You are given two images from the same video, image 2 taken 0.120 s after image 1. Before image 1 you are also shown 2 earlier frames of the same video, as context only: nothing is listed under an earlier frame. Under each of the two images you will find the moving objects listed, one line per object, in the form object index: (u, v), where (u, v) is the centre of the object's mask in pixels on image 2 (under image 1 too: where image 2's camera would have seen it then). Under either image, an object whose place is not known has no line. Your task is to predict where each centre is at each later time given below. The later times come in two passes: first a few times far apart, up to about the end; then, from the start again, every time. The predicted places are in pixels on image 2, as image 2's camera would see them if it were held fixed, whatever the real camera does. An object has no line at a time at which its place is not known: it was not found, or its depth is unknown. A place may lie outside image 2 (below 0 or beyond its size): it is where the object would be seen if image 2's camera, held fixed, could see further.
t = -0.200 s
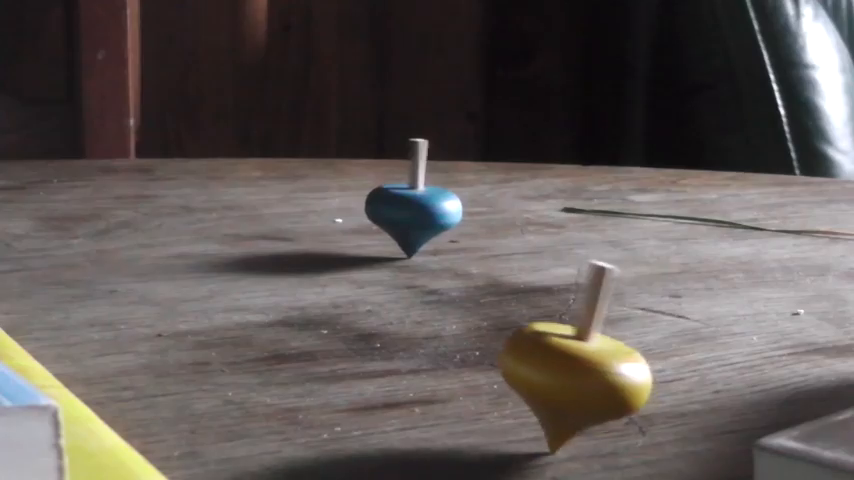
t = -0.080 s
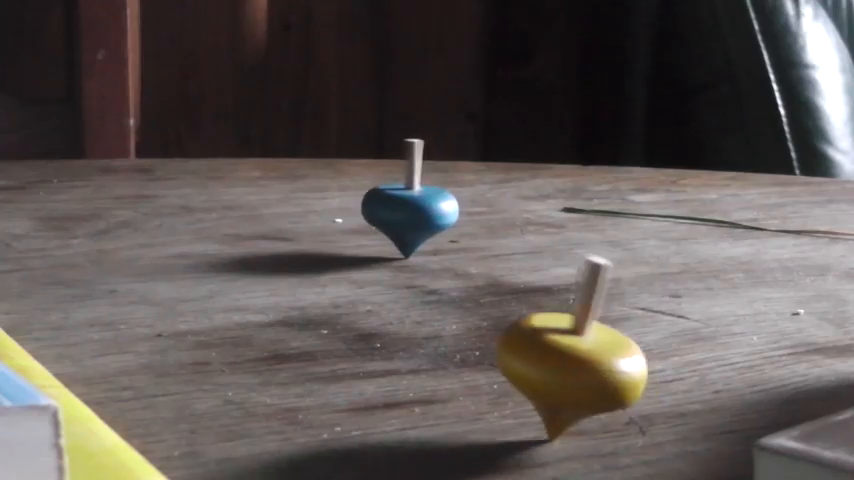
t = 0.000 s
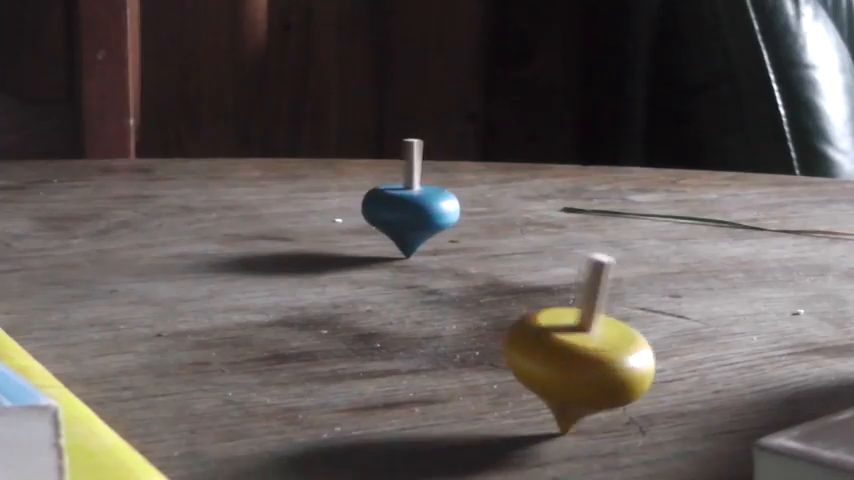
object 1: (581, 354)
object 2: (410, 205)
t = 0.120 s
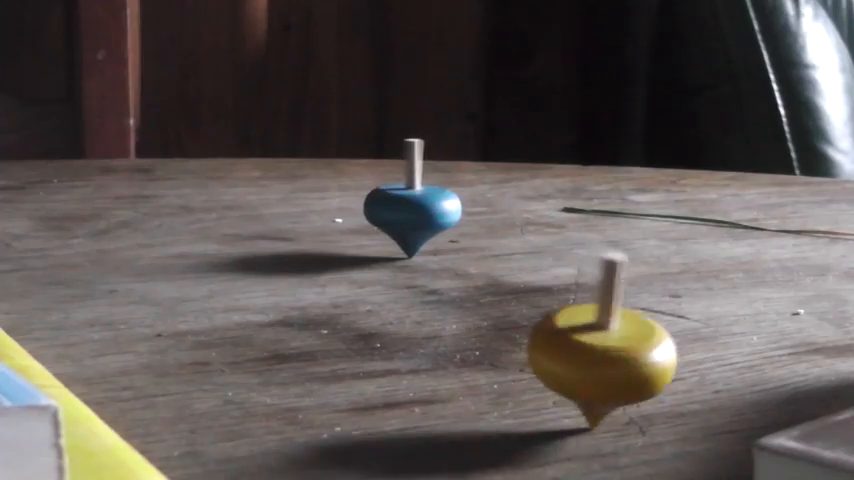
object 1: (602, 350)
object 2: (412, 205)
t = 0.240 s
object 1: (631, 350)
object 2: (411, 206)
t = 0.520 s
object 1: (675, 365)
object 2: (400, 208)
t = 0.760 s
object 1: (651, 378)
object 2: (392, 209)
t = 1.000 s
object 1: (595, 374)
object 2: (382, 209)
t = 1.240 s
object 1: (574, 358)
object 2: (378, 208)
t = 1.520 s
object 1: (616, 350)
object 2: (373, 209)
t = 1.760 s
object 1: (656, 359)
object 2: (368, 210)
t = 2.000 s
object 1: (653, 372)
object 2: (360, 210)
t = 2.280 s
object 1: (599, 372)
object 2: (355, 210)
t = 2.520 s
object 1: (575, 359)
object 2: (354, 210)
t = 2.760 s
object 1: (596, 352)
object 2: (349, 211)
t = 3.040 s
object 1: (638, 360)
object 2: (341, 212)
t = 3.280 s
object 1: (634, 371)
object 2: (336, 211)
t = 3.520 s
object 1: (595, 372)
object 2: (328, 212)
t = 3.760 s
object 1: (570, 362)
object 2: (325, 213)
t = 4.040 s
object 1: (591, 353)
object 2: (323, 214)
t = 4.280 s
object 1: (625, 359)
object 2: (317, 214)
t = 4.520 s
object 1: (625, 369)
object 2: (313, 214)
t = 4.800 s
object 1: (586, 370)
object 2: (306, 216)
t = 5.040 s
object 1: (570, 362)
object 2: (301, 215)
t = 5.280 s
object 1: (589, 355)
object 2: (297, 216)
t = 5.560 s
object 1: (618, 362)
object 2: (297, 215)
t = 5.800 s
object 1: (611, 371)
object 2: (298, 215)
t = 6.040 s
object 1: (585, 369)
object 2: (297, 216)
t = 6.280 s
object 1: (571, 362)
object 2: (297, 216)
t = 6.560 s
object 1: (589, 358)
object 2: (297, 216)
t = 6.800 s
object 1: (606, 364)
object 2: (297, 216)
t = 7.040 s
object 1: (595, 372)
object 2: (297, 216)
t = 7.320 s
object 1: (567, 370)
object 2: (297, 215)
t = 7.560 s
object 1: (562, 362)
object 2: (297, 216)
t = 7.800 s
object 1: (581, 360)
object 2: (297, 215)
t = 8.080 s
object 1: (593, 366)
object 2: (297, 215)
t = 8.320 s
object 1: (584, 369)
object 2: (297, 216)
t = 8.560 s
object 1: (570, 366)
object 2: (297, 216)
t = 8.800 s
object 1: (572, 361)
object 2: (297, 216)
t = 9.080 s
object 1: (588, 362)
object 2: (297, 216)
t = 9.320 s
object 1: (586, 368)
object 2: (297, 216)
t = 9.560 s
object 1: (573, 369)
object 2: (297, 216)
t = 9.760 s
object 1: (569, 365)
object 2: (297, 216)
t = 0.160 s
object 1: (612, 349)
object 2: (412, 205)
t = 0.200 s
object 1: (621, 350)
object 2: (412, 206)
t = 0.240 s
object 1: (631, 350)
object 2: (411, 206)
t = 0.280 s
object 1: (640, 352)
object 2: (411, 206)
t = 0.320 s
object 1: (649, 353)
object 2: (410, 206)
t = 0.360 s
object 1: (657, 355)
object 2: (409, 206)
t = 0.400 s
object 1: (663, 358)
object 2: (407, 207)
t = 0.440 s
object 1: (669, 360)
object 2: (405, 207)
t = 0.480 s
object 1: (673, 363)
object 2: (402, 208)
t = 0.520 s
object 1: (675, 365)
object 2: (400, 208)
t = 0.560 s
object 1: (676, 368)
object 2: (399, 208)
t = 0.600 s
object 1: (674, 371)
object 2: (396, 209)
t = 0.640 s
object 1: (671, 374)
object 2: (396, 209)
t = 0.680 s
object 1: (666, 376)
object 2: (395, 208)
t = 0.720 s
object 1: (659, 377)
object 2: (394, 208)
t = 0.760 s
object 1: (651, 378)
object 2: (392, 209)
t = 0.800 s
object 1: (641, 380)
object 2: (389, 209)
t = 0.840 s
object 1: (632, 379)
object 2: (388, 208)
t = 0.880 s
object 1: (623, 379)
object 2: (385, 209)
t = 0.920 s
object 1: (613, 378)
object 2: (384, 209)
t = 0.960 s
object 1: (604, 376)
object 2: (382, 208)
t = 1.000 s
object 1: (595, 374)
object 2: (382, 209)
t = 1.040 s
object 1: (588, 372)
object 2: (380, 209)
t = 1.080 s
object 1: (582, 369)
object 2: (380, 208)
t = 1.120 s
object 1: (577, 366)
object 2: (379, 208)
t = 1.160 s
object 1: (575, 364)
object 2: (378, 208)
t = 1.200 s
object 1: (573, 361)
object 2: (378, 208)
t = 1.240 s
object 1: (574, 358)
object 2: (378, 208)
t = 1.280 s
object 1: (576, 356)
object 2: (378, 208)
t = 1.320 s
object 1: (580, 354)
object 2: (377, 209)
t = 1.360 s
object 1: (585, 352)
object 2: (376, 208)
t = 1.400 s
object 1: (592, 351)
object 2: (376, 208)
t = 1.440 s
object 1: (598, 350)
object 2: (375, 209)
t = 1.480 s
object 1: (607, 349)
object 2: (374, 209)
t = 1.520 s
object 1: (616, 350)
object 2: (373, 209)
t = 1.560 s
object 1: (624, 351)
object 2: (373, 209)
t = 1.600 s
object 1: (631, 351)
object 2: (372, 209)
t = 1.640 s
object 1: (639, 353)
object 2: (372, 210)
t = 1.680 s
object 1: (646, 355)
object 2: (370, 210)
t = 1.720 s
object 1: (652, 357)
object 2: (369, 210)
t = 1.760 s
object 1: (656, 359)
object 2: (368, 210)
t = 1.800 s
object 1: (660, 361)
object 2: (365, 210)
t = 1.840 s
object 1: (662, 363)
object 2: (364, 210)
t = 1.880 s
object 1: (662, 366)
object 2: (364, 210)
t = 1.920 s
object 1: (661, 368)
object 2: (362, 210)
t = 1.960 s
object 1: (658, 370)
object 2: (362, 210)
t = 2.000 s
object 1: (653, 372)
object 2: (360, 210)
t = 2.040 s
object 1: (647, 373)
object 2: (359, 210)
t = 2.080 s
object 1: (639, 373)
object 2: (358, 210)
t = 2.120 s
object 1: (632, 374)
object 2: (357, 210)
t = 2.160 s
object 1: (623, 375)
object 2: (357, 210)
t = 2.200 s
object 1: (615, 375)
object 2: (356, 210)
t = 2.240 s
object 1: (606, 374)
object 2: (355, 210)
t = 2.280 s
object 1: (599, 372)
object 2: (355, 210)
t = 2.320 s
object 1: (592, 371)
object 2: (355, 210)
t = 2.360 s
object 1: (586, 369)
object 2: (354, 210)
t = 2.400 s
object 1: (581, 367)
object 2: (354, 210)
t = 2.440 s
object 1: (578, 363)
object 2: (354, 210)
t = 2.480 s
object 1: (576, 361)
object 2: (354, 210)
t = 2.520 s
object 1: (575, 359)
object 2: (354, 210)
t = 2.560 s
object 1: (576, 357)
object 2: (354, 210)
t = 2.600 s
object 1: (578, 355)
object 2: (354, 210)
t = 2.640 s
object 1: (582, 353)
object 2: (353, 211)
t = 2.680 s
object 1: (587, 351)
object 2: (352, 210)
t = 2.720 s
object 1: (592, 352)
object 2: (350, 211)
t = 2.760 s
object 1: (596, 352)
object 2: (349, 211)
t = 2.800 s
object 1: (603, 352)
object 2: (348, 211)
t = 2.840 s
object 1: (610, 352)
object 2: (346, 211)
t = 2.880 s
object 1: (617, 353)
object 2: (344, 211)
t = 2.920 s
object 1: (623, 355)
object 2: (344, 211)
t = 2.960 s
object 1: (629, 356)
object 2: (342, 211)
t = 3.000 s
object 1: (634, 358)
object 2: (341, 211)
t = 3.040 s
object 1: (638, 360)
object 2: (341, 212)
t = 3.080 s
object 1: (640, 361)
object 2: (340, 211)
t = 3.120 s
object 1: (642, 363)
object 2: (339, 211)
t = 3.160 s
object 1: (642, 366)
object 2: (338, 212)
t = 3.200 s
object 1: (641, 368)
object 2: (338, 211)
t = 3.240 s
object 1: (638, 369)
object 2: (337, 212)
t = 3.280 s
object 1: (634, 371)
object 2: (336, 211)
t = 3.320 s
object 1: (629, 373)
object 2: (336, 212)
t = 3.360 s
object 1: (622, 373)
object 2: (335, 212)
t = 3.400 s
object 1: (616, 373)
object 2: (333, 212)
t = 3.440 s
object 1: (609, 374)
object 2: (332, 212)
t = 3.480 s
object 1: (602, 373)
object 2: (330, 212)
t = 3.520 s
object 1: (595, 372)
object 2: (328, 212)
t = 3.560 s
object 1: (588, 371)
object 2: (328, 212)
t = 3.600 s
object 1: (582, 369)
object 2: (328, 213)
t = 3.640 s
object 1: (577, 367)
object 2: (327, 213)
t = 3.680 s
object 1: (573, 365)
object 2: (328, 213)
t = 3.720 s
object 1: (571, 364)
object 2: (325, 214)
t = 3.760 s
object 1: (570, 362)
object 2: (325, 213)
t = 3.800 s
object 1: (570, 361)
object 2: (326, 213)
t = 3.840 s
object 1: (570, 359)
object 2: (327, 213)
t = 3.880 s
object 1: (573, 357)
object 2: (327, 214)
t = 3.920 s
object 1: (576, 355)
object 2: (326, 214)
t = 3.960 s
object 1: (581, 353)
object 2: (326, 213)
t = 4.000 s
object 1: (586, 353)
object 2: (325, 213)
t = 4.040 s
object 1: (591, 353)
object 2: (323, 214)
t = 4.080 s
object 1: (598, 353)
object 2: (320, 213)
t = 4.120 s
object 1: (604, 354)
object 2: (318, 214)
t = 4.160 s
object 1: (610, 355)
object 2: (317, 213)
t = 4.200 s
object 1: (615, 356)
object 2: (315, 214)
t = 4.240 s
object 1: (621, 357)
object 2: (316, 214)
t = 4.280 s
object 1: (625, 359)
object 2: (317, 214)
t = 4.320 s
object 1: (628, 361)
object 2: (316, 214)
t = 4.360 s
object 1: (630, 363)
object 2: (316, 214)
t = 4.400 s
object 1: (631, 364)
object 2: (314, 214)
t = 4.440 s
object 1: (630, 366)
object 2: (314, 214)
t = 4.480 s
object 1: (628, 368)
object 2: (313, 214)
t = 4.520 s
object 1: (625, 369)
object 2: (313, 214)
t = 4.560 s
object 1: (621, 371)
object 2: (311, 215)
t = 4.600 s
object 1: (616, 371)
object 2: (309, 215)
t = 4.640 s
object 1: (611, 372)
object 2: (309, 215)
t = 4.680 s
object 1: (604, 372)
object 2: (308, 215)
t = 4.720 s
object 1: (598, 372)
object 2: (307, 215)
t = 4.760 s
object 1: (592, 371)
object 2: (308, 215)
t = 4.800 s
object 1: (586, 370)
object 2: (306, 216)
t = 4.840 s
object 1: (582, 368)
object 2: (306, 215)
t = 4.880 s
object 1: (578, 367)
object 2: (305, 215)
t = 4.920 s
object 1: (575, 366)
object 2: (304, 215)
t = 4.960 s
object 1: (572, 365)
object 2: (302, 215)
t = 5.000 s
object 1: (570, 363)
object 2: (302, 215)
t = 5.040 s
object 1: (570, 362)
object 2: (301, 215)
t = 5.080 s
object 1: (571, 360)
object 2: (300, 215)
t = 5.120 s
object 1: (572, 359)
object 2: (298, 216)
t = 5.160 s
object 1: (575, 358)
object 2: (297, 216)
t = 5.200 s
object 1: (578, 357)
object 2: (297, 216)
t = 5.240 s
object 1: (583, 356)
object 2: (297, 215)
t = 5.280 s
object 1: (589, 355)
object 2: (297, 216)
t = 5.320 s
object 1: (594, 356)
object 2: (297, 215)
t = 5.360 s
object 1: (598, 356)
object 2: (297, 216)
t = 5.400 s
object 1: (604, 357)
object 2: (297, 215)
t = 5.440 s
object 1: (608, 358)
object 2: (297, 216)
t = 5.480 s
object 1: (611, 359)
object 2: (297, 216)
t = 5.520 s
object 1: (615, 360)
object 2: (297, 216)
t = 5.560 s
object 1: (618, 362)
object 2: (297, 215)
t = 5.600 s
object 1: (619, 363)
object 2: (297, 216)
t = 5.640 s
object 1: (620, 365)
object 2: (297, 215)
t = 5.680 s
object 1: (619, 366)
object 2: (298, 215)
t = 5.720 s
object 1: (618, 369)
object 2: (298, 215)
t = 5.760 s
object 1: (615, 370)
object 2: (298, 215)
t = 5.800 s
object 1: (611, 371)
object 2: (298, 215)
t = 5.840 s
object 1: (608, 372)
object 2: (298, 216)
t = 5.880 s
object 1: (603, 371)
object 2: (298, 216)
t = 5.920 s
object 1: (599, 372)
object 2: (297, 216)
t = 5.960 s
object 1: (595, 371)
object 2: (297, 216)
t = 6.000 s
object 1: (589, 370)
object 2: (297, 216)
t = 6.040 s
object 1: (585, 369)
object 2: (297, 216)
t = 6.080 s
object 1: (581, 369)
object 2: (297, 216)
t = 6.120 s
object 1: (577, 367)
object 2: (297, 216)
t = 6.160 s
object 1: (574, 366)
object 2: (297, 216)
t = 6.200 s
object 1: (572, 365)
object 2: (297, 216)
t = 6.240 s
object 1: (571, 364)
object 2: (297, 216)
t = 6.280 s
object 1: (571, 362)
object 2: (297, 216)
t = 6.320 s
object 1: (572, 361)
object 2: (297, 216)
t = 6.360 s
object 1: (574, 359)
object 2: (297, 216)
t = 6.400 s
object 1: (575, 359)
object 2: (297, 216)
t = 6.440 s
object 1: (578, 358)
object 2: (297, 216)
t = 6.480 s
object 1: (582, 358)
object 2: (297, 216)
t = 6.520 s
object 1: (585, 358)
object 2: (297, 215)
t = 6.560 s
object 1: (589, 358)
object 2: (297, 216)
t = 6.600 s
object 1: (593, 358)
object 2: (297, 216)
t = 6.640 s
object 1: (596, 360)
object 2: (297, 216)
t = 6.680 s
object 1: (599, 360)
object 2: (297, 216)
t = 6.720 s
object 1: (602, 361)
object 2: (297, 216)
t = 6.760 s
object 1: (604, 362)
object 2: (297, 216)
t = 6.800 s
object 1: (606, 364)
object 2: (297, 216)
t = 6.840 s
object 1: (606, 365)
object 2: (297, 216)
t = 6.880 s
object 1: (605, 368)
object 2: (297, 216)
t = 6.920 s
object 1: (604, 369)
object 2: (297, 215)
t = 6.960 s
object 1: (602, 370)
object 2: (297, 216)
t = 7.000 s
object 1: (598, 370)
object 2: (297, 216)
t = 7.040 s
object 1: (595, 372)
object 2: (297, 216)
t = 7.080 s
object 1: (590, 371)
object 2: (297, 216)
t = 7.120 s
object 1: (585, 372)
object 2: (297, 216)
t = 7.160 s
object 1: (582, 371)
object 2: (297, 216)
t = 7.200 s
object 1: (577, 371)
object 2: (297, 216)
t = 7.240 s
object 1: (573, 371)
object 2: (297, 215)
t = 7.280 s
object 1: (570, 370)
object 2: (297, 215)
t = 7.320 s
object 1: (567, 370)
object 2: (297, 215)
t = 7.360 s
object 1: (564, 368)
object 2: (297, 215)
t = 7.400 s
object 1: (562, 367)
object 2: (297, 216)
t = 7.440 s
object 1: (560, 366)
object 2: (297, 216)
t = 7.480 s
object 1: (560, 365)
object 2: (297, 216)
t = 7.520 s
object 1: (560, 364)
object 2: (297, 216)
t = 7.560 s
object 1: (562, 362)
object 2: (297, 216)
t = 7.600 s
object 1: (563, 361)
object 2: (297, 216)
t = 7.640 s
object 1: (567, 360)
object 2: (297, 216)
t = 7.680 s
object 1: (571, 360)
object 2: (297, 216)
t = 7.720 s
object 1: (576, 358)
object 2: (297, 216)
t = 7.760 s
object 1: (578, 359)
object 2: (297, 216)
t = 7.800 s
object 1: (581, 360)
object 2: (297, 215)
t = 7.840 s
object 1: (583, 360)
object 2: (297, 215)
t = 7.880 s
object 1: (586, 360)
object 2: (297, 215)
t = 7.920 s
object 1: (589, 361)
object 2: (297, 216)
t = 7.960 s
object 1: (591, 363)
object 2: (297, 216)
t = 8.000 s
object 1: (592, 363)
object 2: (297, 216)
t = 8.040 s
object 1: (593, 364)
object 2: (297, 216)
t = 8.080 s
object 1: (593, 366)
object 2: (297, 215)
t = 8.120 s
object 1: (592, 367)
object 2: (297, 216)
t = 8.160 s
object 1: (590, 368)
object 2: (297, 216)
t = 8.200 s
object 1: (589, 368)
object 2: (297, 216)
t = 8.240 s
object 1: (588, 369)
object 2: (297, 216)
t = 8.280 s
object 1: (585, 369)
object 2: (297, 215)
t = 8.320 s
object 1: (584, 369)
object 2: (297, 216)
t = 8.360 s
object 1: (581, 369)
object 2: (297, 216)
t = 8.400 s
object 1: (579, 368)
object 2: (297, 216)
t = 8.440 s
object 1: (576, 368)
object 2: (297, 216)
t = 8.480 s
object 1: (573, 368)
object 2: (297, 216)
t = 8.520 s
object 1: (571, 367)
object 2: (297, 216)
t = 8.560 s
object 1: (570, 366)
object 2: (297, 216)
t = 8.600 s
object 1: (569, 365)
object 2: (297, 216)
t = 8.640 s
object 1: (569, 364)
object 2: (297, 216)
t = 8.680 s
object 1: (569, 363)
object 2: (297, 216)
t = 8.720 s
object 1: (570, 363)
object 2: (297, 216)
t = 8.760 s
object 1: (570, 362)
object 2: (297, 216)
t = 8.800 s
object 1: (572, 361)
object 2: (297, 216)
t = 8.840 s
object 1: (575, 361)
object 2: (297, 216)
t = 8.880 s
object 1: (576, 361)
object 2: (297, 215)
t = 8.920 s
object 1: (579, 361)
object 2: (297, 216)
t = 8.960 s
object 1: (582, 361)
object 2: (297, 216)
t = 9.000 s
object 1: (584, 361)
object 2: (297, 216)
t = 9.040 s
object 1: (586, 362)
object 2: (297, 215)
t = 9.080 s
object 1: (588, 362)
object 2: (297, 216)
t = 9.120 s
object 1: (589, 363)
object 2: (297, 216)
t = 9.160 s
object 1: (590, 364)
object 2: (297, 216)
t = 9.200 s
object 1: (589, 364)
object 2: (297, 216)
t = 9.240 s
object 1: (589, 365)
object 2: (297, 216)
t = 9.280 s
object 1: (588, 367)
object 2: (297, 216)
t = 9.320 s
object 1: (586, 368)
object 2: (297, 216)
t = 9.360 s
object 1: (586, 367)
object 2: (297, 216)
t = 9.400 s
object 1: (586, 367)
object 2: (297, 216)
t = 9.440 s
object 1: (584, 368)
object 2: (297, 216)
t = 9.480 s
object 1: (580, 369)
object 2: (297, 216)
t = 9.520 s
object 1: (575, 368)
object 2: (297, 215)
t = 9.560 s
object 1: (573, 369)
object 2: (297, 216)
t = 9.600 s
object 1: (571, 368)
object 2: (297, 216)
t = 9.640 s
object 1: (572, 367)
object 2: (297, 215)
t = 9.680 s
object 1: (570, 367)
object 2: (297, 215)
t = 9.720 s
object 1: (570, 366)
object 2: (297, 216)
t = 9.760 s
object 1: (569, 365)
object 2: (297, 216)
